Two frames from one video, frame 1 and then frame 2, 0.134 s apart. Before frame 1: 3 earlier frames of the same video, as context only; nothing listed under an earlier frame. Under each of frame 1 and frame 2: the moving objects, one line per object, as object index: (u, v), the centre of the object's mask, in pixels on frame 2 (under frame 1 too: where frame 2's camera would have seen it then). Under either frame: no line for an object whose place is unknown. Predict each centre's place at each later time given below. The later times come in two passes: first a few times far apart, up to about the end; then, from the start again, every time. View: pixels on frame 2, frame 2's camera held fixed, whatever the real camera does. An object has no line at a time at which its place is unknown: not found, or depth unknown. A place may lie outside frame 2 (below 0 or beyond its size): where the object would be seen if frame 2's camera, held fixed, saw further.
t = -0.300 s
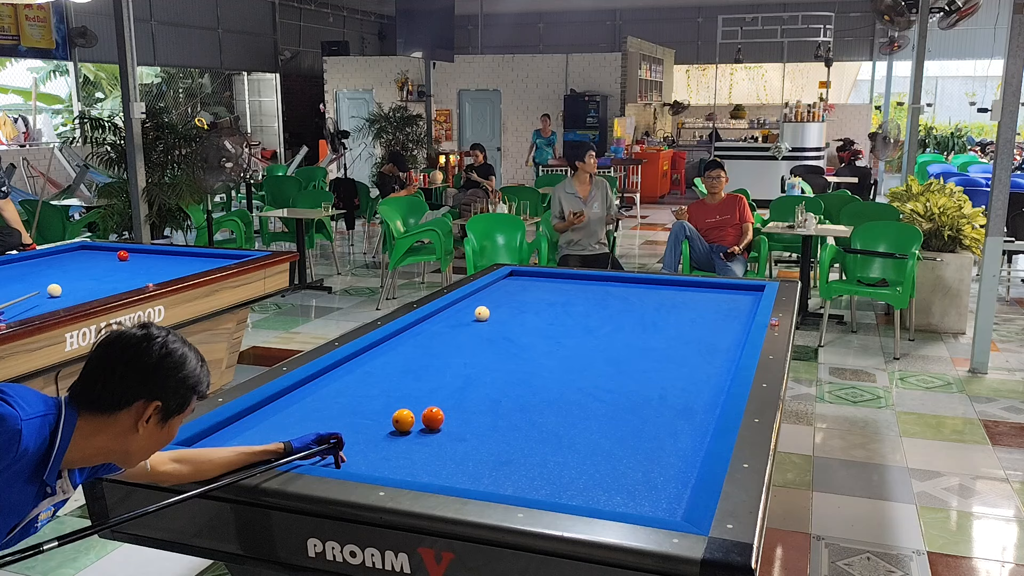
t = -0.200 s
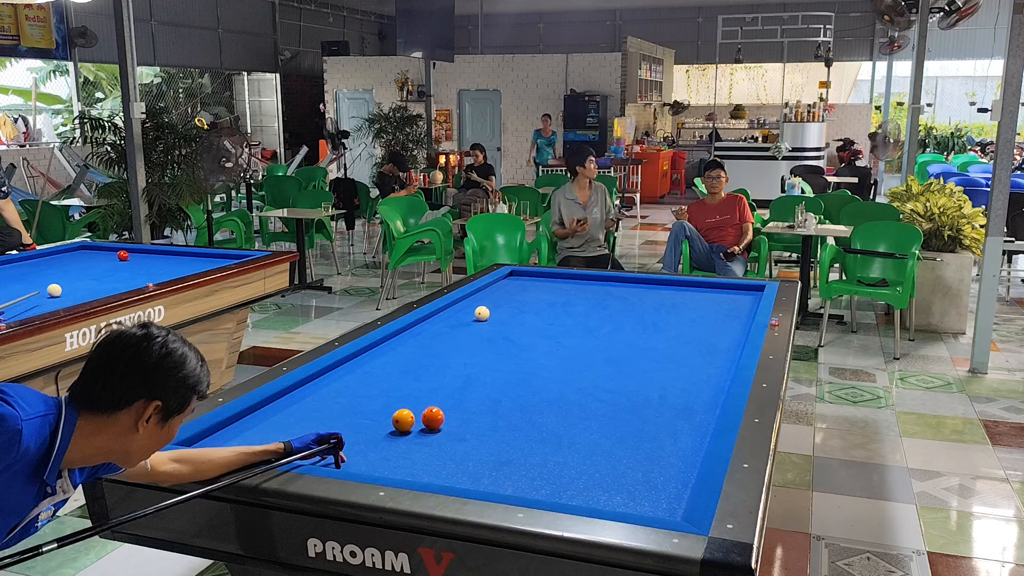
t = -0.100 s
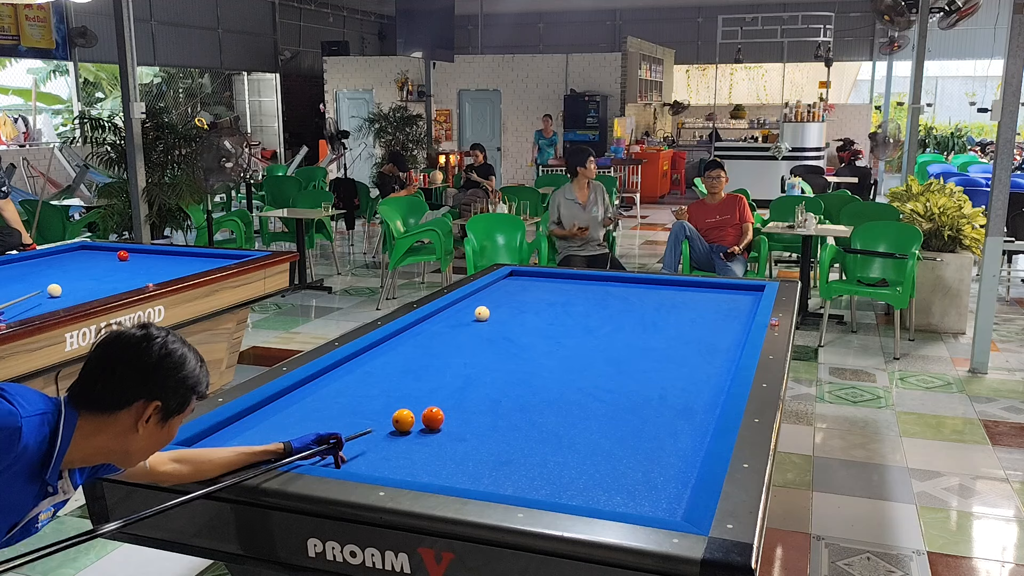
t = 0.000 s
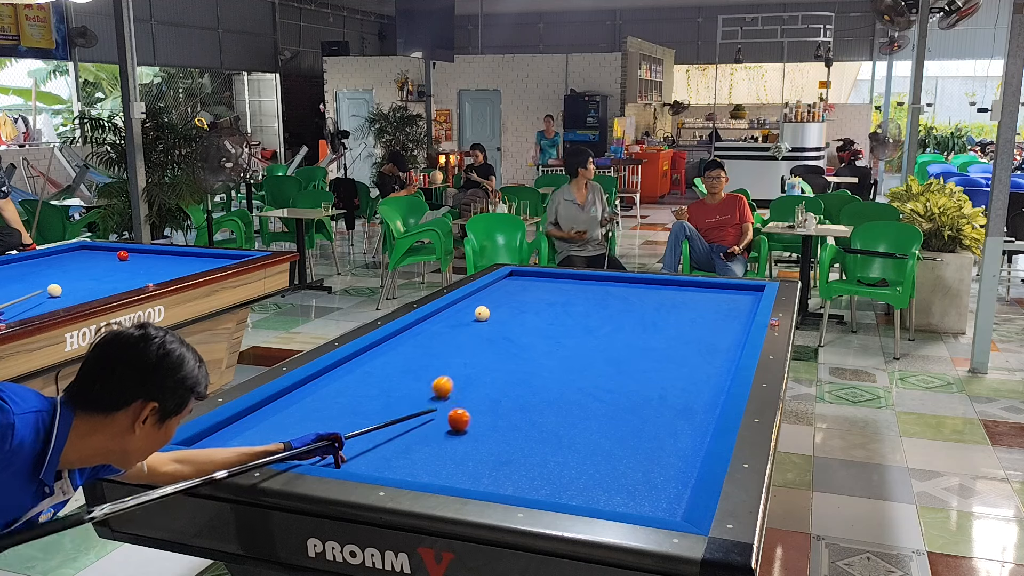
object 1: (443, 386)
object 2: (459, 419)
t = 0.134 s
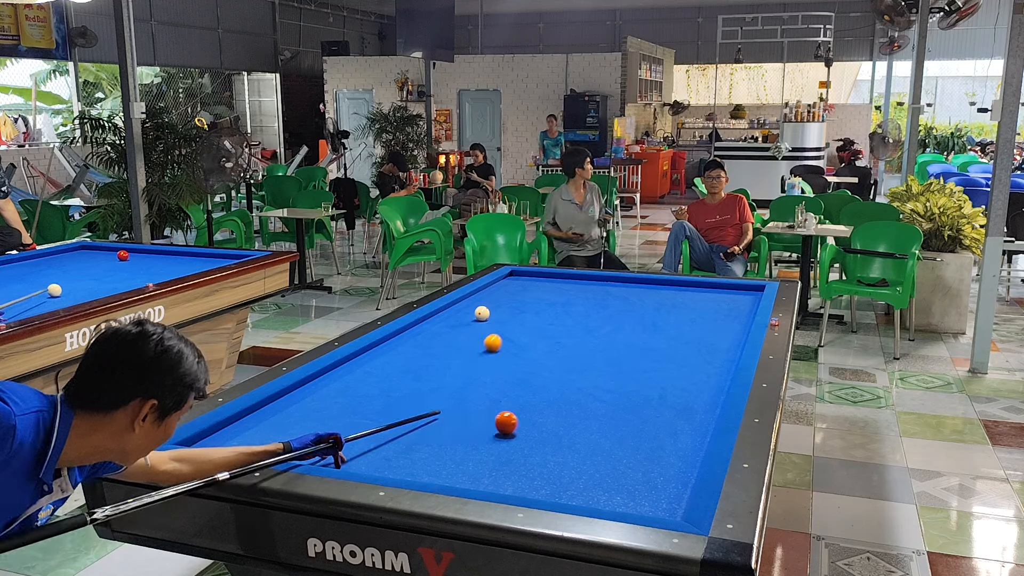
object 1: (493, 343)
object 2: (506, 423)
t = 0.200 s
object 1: (513, 327)
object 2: (527, 424)
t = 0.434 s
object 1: (569, 285)
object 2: (602, 429)
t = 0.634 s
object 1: (579, 290)
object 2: (667, 434)
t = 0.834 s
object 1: (576, 315)
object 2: (684, 434)
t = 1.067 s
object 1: (575, 348)
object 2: (646, 426)
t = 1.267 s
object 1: (578, 379)
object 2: (616, 419)
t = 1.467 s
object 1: (566, 409)
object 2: (604, 423)
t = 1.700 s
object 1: (496, 421)
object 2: (650, 461)
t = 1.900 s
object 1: (438, 435)
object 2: (681, 490)
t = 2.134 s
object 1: (363, 454)
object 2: (645, 507)
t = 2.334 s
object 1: (314, 456)
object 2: (629, 498)
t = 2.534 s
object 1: (296, 442)
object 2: (614, 485)
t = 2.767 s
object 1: (277, 425)
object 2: (600, 470)
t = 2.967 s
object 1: (263, 412)
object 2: (588, 459)
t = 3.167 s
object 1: (280, 404)
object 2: (578, 449)
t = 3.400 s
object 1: (316, 396)
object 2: (567, 438)
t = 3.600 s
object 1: (345, 391)
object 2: (558, 430)
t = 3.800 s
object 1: (372, 385)
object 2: (550, 422)
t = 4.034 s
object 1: (401, 379)
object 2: (540, 414)
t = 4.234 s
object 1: (425, 374)
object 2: (533, 408)
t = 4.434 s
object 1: (447, 370)
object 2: (526, 402)
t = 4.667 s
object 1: (471, 365)
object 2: (518, 396)
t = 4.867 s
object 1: (491, 361)
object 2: (512, 390)
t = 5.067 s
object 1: (509, 357)
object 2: (506, 386)
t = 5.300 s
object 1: (530, 353)
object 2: (500, 381)
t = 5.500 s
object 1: (546, 350)
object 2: (495, 377)
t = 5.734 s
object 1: (564, 347)
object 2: (490, 372)
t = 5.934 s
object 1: (580, 344)
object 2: (485, 369)
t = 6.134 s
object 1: (594, 341)
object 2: (481, 366)
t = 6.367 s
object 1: (610, 338)
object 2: (476, 362)
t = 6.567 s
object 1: (624, 336)
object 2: (472, 360)
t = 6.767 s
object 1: (636, 334)
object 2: (468, 357)
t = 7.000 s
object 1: (651, 331)
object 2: (464, 355)
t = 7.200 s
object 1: (662, 329)
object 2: (461, 353)
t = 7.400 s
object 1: (674, 327)
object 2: (458, 351)
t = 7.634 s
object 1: (686, 325)
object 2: (454, 349)
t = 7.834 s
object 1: (696, 324)
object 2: (452, 347)
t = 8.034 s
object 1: (705, 322)
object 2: (449, 346)
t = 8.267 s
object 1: (716, 320)
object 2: (447, 345)
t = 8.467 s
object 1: (724, 318)
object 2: (445, 344)
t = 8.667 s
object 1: (731, 317)
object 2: (443, 343)
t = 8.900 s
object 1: (740, 315)
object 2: (441, 342)
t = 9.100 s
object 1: (746, 314)
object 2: (440, 341)
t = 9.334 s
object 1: (748, 312)
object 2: (438, 341)
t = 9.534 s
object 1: (745, 311)
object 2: (438, 341)
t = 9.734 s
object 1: (743, 310)
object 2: (437, 340)
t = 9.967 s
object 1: (740, 309)
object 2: (437, 340)
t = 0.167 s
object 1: (503, 334)
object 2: (517, 423)
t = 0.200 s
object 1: (513, 327)
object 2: (527, 424)
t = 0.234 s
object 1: (522, 319)
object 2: (538, 425)
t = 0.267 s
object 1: (531, 313)
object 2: (548, 426)
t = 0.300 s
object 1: (540, 306)
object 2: (559, 427)
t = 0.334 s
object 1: (548, 300)
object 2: (569, 427)
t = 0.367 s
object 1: (555, 295)
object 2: (580, 428)
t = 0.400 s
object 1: (562, 290)
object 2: (591, 429)
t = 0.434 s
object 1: (569, 285)
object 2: (602, 429)
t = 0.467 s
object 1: (576, 280)
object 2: (613, 431)
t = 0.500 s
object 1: (582, 276)
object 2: (623, 431)
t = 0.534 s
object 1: (582, 279)
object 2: (634, 432)
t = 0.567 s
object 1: (581, 282)
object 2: (645, 433)
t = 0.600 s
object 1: (580, 286)
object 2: (656, 434)
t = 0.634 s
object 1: (579, 290)
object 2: (667, 434)
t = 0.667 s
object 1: (578, 294)
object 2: (678, 435)
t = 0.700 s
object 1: (578, 298)
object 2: (689, 436)
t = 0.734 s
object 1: (577, 302)
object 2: (700, 437)
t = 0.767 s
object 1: (576, 306)
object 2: (699, 436)
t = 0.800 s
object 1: (576, 311)
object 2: (691, 435)
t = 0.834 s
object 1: (576, 315)
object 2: (684, 434)
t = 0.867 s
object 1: (575, 320)
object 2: (678, 433)
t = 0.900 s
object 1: (575, 324)
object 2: (673, 431)
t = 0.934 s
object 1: (575, 329)
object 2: (667, 430)
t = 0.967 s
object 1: (575, 333)
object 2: (662, 429)
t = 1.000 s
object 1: (575, 338)
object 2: (656, 428)
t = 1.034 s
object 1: (575, 343)
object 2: (651, 427)
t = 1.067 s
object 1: (575, 348)
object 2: (646, 426)
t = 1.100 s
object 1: (576, 352)
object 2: (641, 425)
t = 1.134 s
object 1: (576, 357)
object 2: (636, 423)
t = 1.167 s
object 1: (577, 362)
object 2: (631, 422)
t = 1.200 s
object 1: (577, 368)
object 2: (626, 421)
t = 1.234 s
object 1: (578, 373)
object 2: (621, 420)
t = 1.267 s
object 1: (578, 379)
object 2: (616, 419)
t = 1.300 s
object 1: (579, 385)
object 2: (611, 418)
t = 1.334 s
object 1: (579, 391)
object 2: (606, 417)
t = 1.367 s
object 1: (580, 397)
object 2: (601, 417)
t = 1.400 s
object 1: (580, 404)
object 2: (596, 415)
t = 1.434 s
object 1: (576, 408)
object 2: (597, 417)
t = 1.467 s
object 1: (566, 409)
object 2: (604, 423)
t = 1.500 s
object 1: (555, 410)
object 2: (611, 429)
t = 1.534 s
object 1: (544, 411)
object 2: (619, 434)
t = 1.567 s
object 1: (534, 413)
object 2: (626, 440)
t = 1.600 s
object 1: (524, 414)
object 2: (632, 445)
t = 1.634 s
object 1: (515, 416)
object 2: (639, 451)
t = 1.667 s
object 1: (505, 418)
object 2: (645, 456)
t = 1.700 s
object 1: (496, 421)
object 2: (650, 461)
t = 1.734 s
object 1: (486, 423)
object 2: (656, 466)
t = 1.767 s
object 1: (477, 425)
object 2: (661, 471)
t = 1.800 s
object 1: (467, 428)
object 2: (666, 476)
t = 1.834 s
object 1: (458, 430)
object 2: (671, 481)
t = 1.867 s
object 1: (447, 432)
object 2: (676, 486)
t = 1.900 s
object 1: (438, 435)
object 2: (681, 490)
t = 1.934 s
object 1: (427, 438)
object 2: (677, 494)
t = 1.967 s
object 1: (417, 440)
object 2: (670, 497)
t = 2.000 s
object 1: (407, 443)
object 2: (665, 500)
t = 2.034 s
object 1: (396, 446)
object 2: (660, 502)
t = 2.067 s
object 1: (385, 448)
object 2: (655, 504)
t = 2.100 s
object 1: (374, 451)
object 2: (650, 506)
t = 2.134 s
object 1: (363, 454)
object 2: (645, 507)
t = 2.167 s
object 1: (352, 457)
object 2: (642, 506)
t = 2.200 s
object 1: (341, 458)
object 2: (639, 505)
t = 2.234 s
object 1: (329, 459)
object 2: (636, 503)
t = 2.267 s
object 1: (319, 459)
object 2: (634, 501)
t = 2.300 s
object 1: (316, 457)
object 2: (631, 500)
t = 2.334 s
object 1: (314, 456)
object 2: (629, 498)
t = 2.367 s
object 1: (311, 453)
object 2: (626, 496)
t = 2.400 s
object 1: (308, 452)
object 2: (624, 494)
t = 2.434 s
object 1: (304, 450)
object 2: (621, 491)
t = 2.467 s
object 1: (301, 446)
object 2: (619, 489)
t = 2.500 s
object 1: (299, 444)
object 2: (617, 487)
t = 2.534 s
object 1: (296, 442)
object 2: (614, 485)
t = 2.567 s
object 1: (293, 439)
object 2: (612, 483)
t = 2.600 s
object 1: (290, 437)
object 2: (610, 481)
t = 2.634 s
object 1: (287, 434)
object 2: (608, 478)
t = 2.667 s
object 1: (285, 432)
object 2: (606, 476)
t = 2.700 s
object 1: (282, 430)
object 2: (604, 474)
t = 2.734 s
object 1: (280, 427)
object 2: (602, 472)
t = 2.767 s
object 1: (277, 425)
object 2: (600, 470)
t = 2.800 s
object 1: (275, 423)
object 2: (598, 468)
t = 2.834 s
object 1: (272, 421)
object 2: (596, 467)
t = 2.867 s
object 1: (270, 418)
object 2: (594, 464)
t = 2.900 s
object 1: (267, 416)
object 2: (592, 463)
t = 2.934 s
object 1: (265, 414)
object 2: (590, 461)
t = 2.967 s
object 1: (263, 412)
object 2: (588, 459)
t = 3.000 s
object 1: (260, 410)
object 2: (587, 457)
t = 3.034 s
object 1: (258, 408)
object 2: (585, 455)
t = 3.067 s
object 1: (264, 407)
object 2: (583, 454)
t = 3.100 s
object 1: (269, 406)
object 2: (581, 452)
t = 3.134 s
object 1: (275, 405)
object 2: (580, 451)
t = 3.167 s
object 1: (280, 404)
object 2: (578, 449)
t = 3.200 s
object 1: (285, 403)
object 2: (576, 448)
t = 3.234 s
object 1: (291, 401)
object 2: (575, 446)
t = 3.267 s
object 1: (296, 401)
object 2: (573, 444)
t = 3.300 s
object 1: (301, 400)
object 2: (572, 443)
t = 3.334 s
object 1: (306, 399)
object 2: (570, 442)
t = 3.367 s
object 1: (311, 398)
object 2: (568, 440)
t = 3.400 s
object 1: (316, 396)
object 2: (567, 438)
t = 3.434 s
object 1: (321, 395)
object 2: (565, 437)
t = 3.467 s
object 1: (326, 394)
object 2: (564, 435)
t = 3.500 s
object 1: (331, 394)
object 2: (562, 434)
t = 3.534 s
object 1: (336, 393)
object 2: (561, 433)
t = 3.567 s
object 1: (340, 392)
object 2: (559, 431)
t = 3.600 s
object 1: (345, 391)
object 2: (558, 430)
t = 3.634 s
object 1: (349, 390)
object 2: (557, 429)
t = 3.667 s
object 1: (354, 389)
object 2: (555, 428)
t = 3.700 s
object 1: (358, 388)
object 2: (554, 426)
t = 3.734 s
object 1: (363, 387)
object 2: (552, 425)
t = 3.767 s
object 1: (367, 386)
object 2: (551, 424)
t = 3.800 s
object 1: (372, 385)
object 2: (550, 422)
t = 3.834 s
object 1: (376, 384)
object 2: (548, 421)
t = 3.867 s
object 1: (380, 383)
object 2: (547, 420)
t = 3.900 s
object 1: (385, 383)
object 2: (546, 418)
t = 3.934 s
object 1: (389, 382)
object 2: (544, 418)
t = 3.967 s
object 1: (393, 381)
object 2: (543, 416)
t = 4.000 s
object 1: (397, 380)
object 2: (542, 415)
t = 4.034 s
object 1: (401, 379)
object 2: (540, 414)
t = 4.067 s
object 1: (405, 378)
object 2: (539, 413)
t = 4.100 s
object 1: (409, 378)
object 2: (538, 412)
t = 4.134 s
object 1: (413, 377)
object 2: (537, 411)
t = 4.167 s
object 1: (417, 376)
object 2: (536, 410)
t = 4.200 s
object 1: (421, 376)
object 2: (534, 409)
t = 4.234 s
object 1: (425, 374)
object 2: (533, 408)
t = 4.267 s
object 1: (429, 374)
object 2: (532, 407)
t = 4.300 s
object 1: (432, 373)
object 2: (531, 405)
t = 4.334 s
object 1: (436, 372)
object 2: (530, 405)
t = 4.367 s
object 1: (439, 371)
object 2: (528, 404)
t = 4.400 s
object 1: (443, 371)
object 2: (527, 403)
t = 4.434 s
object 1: (447, 370)
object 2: (526, 402)
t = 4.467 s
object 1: (450, 369)
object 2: (525, 401)
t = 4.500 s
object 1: (454, 368)
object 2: (524, 400)
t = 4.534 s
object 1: (457, 368)
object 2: (523, 399)
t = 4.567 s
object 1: (461, 367)
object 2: (522, 398)
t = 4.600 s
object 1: (464, 366)
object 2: (520, 397)
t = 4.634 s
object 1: (468, 366)
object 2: (519, 396)
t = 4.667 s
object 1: (471, 365)
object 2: (518, 396)
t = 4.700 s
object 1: (475, 364)
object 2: (517, 395)
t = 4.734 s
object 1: (478, 364)
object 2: (516, 394)
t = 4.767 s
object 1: (481, 363)
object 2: (515, 393)
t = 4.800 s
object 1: (484, 362)
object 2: (514, 392)
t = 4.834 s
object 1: (488, 362)
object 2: (513, 391)
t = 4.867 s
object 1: (491, 361)
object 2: (512, 390)
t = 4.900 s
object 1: (494, 360)
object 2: (511, 390)
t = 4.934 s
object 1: (497, 360)
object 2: (510, 389)
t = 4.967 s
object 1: (500, 359)
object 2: (509, 388)
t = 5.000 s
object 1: (503, 359)
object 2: (508, 387)
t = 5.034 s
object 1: (506, 358)
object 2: (507, 386)
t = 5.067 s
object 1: (509, 357)
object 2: (506, 386)
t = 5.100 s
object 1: (512, 357)
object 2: (505, 385)
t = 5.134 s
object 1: (515, 356)
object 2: (504, 384)
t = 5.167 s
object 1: (518, 356)
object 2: (504, 384)
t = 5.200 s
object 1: (521, 355)
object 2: (503, 383)
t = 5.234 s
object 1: (524, 354)
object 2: (502, 382)
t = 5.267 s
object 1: (527, 354)
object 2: (501, 382)
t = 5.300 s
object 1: (530, 353)
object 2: (500, 381)
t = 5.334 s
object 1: (532, 353)
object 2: (499, 380)
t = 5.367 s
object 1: (535, 352)
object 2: (498, 379)
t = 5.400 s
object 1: (538, 352)
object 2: (498, 379)
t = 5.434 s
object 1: (541, 351)
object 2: (497, 378)
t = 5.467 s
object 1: (544, 351)
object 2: (496, 377)
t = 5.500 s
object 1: (546, 350)
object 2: (495, 377)
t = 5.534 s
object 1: (549, 350)
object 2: (494, 376)
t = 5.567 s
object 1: (551, 349)
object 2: (494, 375)
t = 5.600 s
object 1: (554, 349)
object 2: (493, 375)
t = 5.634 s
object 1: (557, 348)
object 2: (492, 374)
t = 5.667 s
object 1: (559, 348)
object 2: (491, 373)
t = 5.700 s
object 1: (562, 347)
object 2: (491, 373)
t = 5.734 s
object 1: (564, 347)
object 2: (490, 372)
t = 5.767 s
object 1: (567, 346)
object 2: (489, 372)
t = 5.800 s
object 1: (570, 346)
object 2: (488, 371)
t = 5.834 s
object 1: (572, 345)
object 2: (487, 370)
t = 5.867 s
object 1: (575, 345)
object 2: (487, 370)
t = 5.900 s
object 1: (577, 344)
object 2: (486, 369)
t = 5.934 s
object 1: (580, 344)
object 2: (485, 369)
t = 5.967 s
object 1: (582, 343)
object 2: (484, 369)
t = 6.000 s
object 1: (585, 343)
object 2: (484, 368)
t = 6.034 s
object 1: (587, 342)
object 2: (483, 367)
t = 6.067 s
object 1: (590, 342)
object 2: (482, 367)
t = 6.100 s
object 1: (592, 341)
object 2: (482, 366)
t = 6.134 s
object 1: (594, 341)
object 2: (481, 366)
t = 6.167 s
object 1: (597, 341)
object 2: (480, 365)
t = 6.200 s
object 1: (599, 340)
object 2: (480, 365)
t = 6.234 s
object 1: (601, 340)
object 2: (479, 364)
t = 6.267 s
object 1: (603, 339)
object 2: (478, 364)
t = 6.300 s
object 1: (606, 339)
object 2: (478, 363)
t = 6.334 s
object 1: (608, 339)
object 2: (477, 363)
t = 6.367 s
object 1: (610, 338)
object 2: (476, 362)
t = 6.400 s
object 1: (613, 338)
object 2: (475, 362)
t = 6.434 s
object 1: (615, 337)
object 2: (475, 361)
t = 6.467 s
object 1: (617, 337)
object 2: (474, 361)
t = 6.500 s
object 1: (619, 336)
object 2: (473, 361)
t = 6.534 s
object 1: (621, 336)
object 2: (473, 360)
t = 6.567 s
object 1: (624, 336)
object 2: (472, 360)
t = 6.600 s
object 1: (626, 335)
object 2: (471, 359)
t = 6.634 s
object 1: (628, 335)
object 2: (471, 359)
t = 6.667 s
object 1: (630, 335)
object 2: (470, 358)
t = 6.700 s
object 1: (632, 334)
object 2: (470, 358)
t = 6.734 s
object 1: (634, 334)
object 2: (469, 358)
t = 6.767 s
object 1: (636, 334)
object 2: (468, 357)
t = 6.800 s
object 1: (638, 333)
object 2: (468, 357)
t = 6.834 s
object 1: (641, 333)
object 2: (467, 356)
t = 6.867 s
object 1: (643, 333)
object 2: (467, 356)
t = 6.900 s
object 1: (644, 332)
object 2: (466, 356)
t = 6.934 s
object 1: (647, 332)
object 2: (465, 355)
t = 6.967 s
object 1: (649, 332)
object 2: (465, 355)
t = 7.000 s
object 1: (651, 331)
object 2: (464, 355)
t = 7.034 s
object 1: (653, 331)
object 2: (464, 354)
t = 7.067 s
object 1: (655, 331)
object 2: (463, 354)
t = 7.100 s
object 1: (656, 330)
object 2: (463, 354)
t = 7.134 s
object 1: (658, 330)
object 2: (462, 353)
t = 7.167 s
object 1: (661, 329)
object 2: (461, 353)
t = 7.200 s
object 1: (662, 329)
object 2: (461, 353)
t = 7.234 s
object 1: (664, 329)
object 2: (460, 352)
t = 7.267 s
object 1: (666, 329)
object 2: (460, 352)
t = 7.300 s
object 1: (668, 328)
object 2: (459, 352)
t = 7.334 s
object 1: (670, 328)
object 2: (459, 351)
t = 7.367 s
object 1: (672, 328)
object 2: (458, 351)
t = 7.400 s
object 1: (674, 327)
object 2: (458, 351)
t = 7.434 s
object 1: (675, 327)
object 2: (457, 351)
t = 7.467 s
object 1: (677, 327)
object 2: (457, 350)
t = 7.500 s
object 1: (679, 326)
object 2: (456, 350)
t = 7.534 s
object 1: (681, 326)
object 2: (456, 349)
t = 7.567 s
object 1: (683, 326)
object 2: (455, 349)
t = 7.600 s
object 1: (684, 326)
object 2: (455, 349)
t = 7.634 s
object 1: (686, 325)
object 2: (454, 349)
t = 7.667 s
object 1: (688, 325)
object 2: (454, 348)
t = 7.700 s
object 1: (689, 325)
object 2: (454, 348)
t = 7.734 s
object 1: (691, 324)
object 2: (453, 348)
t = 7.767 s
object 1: (693, 324)
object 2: (453, 348)
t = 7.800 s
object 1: (694, 324)
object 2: (452, 348)
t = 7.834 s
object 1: (696, 324)
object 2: (452, 347)
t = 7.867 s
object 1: (698, 323)
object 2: (451, 347)
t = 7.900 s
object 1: (699, 323)
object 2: (451, 347)
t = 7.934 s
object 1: (701, 323)
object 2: (450, 347)
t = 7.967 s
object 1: (702, 322)
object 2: (450, 346)
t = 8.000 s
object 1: (704, 322)
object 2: (450, 346)
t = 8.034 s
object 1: (705, 322)
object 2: (449, 346)
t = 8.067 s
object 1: (707, 322)
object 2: (449, 346)
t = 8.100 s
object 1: (708, 321)
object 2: (448, 346)
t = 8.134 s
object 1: (710, 321)
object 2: (448, 346)
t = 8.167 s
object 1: (711, 321)
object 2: (448, 345)
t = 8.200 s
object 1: (713, 321)
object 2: (447, 345)
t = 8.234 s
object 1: (714, 320)
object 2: (447, 345)
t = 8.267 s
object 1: (716, 320)
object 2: (447, 345)
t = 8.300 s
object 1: (717, 320)
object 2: (446, 345)
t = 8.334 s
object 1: (718, 320)
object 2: (446, 344)
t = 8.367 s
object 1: (720, 319)
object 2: (445, 344)
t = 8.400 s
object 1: (721, 319)
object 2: (445, 344)
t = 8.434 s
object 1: (723, 319)
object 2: (445, 344)
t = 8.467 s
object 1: (724, 318)
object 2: (445, 344)
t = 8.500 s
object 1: (725, 318)
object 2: (444, 344)
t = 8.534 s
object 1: (726, 318)
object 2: (444, 344)
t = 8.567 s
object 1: (728, 318)
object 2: (444, 343)
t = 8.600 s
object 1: (729, 318)
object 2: (443, 343)
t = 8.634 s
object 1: (730, 317)
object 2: (443, 343)
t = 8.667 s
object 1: (731, 317)
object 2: (443, 343)
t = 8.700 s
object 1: (733, 317)
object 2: (443, 343)
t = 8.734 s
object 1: (734, 317)
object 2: (442, 343)
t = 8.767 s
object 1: (735, 316)
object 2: (442, 343)
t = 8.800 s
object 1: (736, 316)
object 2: (442, 342)
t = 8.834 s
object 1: (737, 316)
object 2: (442, 342)
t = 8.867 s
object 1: (739, 316)
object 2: (442, 342)
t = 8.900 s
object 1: (740, 315)
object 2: (441, 342)
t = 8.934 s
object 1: (741, 315)
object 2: (441, 342)
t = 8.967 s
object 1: (742, 315)
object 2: (441, 342)
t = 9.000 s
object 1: (743, 315)
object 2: (441, 342)
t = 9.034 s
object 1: (744, 314)
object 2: (440, 342)
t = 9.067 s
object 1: (745, 314)
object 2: (440, 342)
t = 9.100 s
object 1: (746, 314)
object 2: (440, 341)
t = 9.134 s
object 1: (747, 314)
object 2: (440, 341)
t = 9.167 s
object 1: (748, 313)
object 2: (440, 341)
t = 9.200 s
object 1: (749, 313)
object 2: (439, 341)
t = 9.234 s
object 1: (749, 313)
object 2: (439, 341)
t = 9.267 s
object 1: (749, 313)
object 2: (439, 341)
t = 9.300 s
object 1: (748, 313)
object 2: (439, 341)
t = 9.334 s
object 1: (748, 312)
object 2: (438, 341)
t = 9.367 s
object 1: (747, 312)
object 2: (438, 341)
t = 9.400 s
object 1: (747, 312)
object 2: (438, 341)
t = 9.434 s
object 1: (746, 312)
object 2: (438, 341)
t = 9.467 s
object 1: (746, 311)
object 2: (438, 341)
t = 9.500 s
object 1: (746, 311)
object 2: (438, 341)
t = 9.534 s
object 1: (745, 311)
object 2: (438, 341)
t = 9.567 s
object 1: (745, 311)
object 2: (438, 340)
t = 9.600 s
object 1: (744, 311)
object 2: (437, 340)
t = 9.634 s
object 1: (744, 310)
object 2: (437, 340)
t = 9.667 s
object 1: (743, 310)
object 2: (437, 340)
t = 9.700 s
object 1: (743, 310)
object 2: (437, 340)
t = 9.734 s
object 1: (743, 310)
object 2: (437, 340)
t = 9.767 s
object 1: (742, 310)
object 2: (437, 340)
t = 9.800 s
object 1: (742, 309)
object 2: (437, 340)
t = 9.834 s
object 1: (741, 310)
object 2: (437, 340)
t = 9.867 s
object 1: (741, 309)
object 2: (437, 340)
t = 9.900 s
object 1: (741, 309)
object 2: (437, 340)
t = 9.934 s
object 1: (740, 309)
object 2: (437, 340)
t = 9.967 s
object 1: (740, 309)
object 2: (437, 340)
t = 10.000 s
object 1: (740, 308)
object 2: (437, 340)
